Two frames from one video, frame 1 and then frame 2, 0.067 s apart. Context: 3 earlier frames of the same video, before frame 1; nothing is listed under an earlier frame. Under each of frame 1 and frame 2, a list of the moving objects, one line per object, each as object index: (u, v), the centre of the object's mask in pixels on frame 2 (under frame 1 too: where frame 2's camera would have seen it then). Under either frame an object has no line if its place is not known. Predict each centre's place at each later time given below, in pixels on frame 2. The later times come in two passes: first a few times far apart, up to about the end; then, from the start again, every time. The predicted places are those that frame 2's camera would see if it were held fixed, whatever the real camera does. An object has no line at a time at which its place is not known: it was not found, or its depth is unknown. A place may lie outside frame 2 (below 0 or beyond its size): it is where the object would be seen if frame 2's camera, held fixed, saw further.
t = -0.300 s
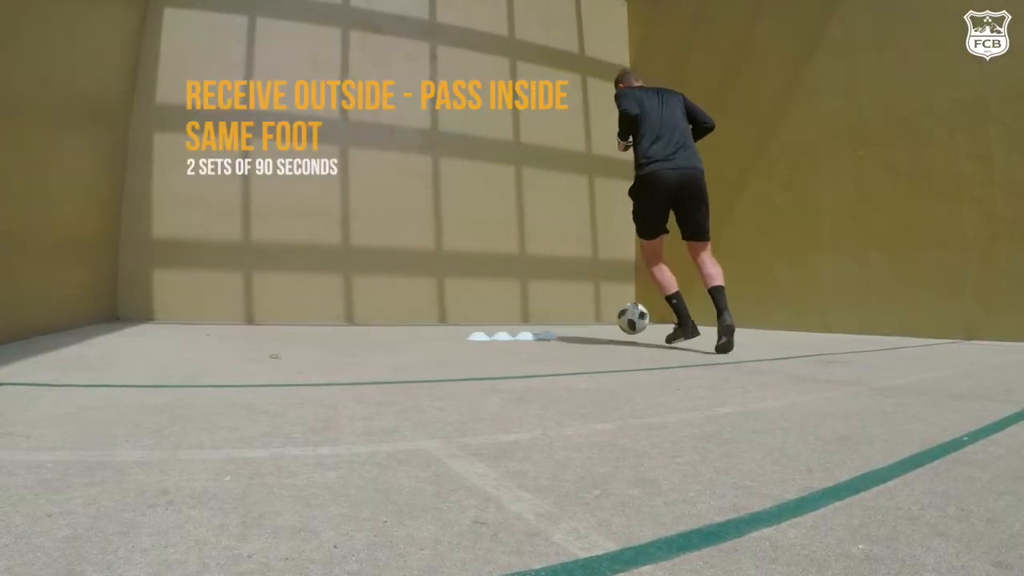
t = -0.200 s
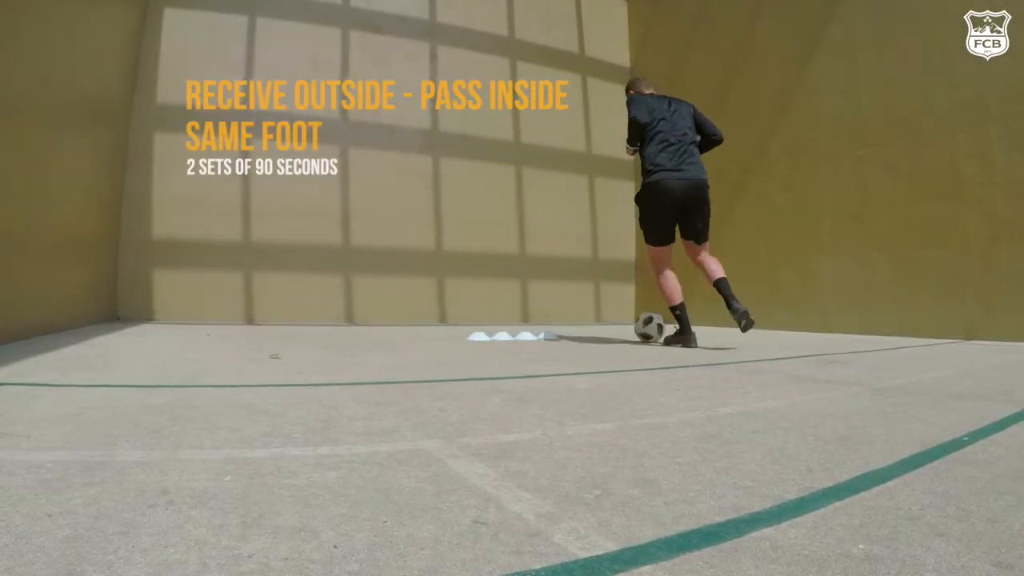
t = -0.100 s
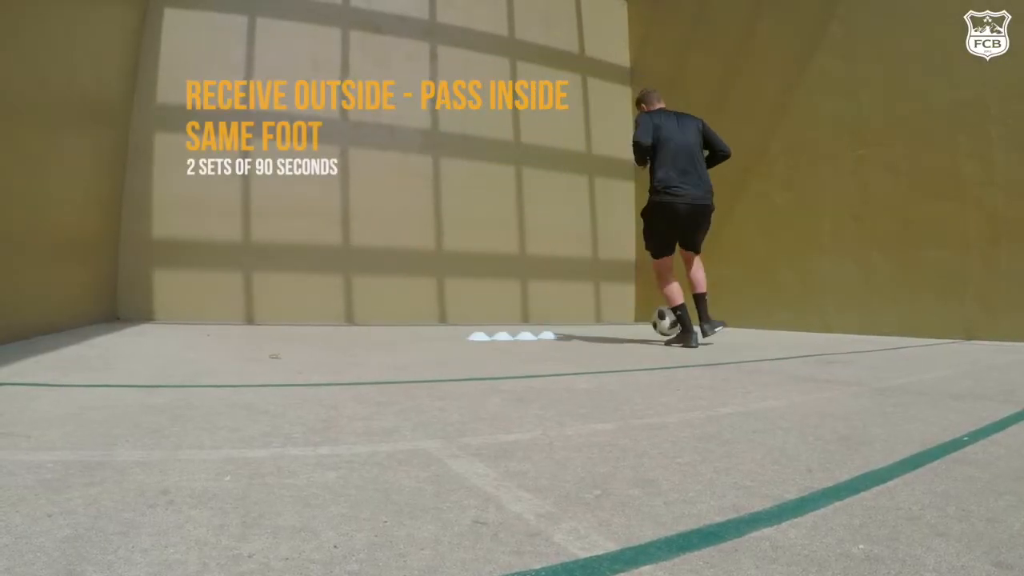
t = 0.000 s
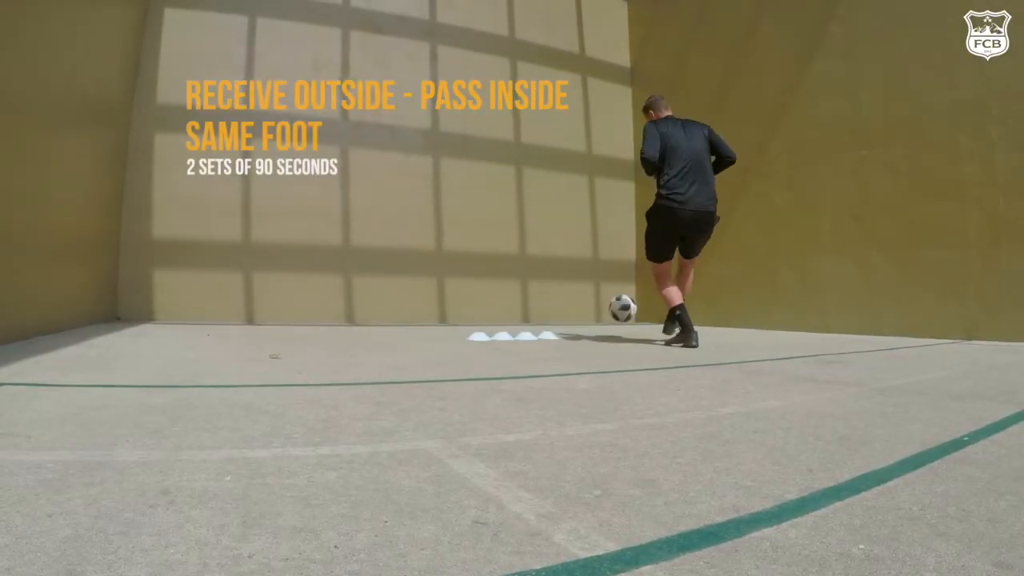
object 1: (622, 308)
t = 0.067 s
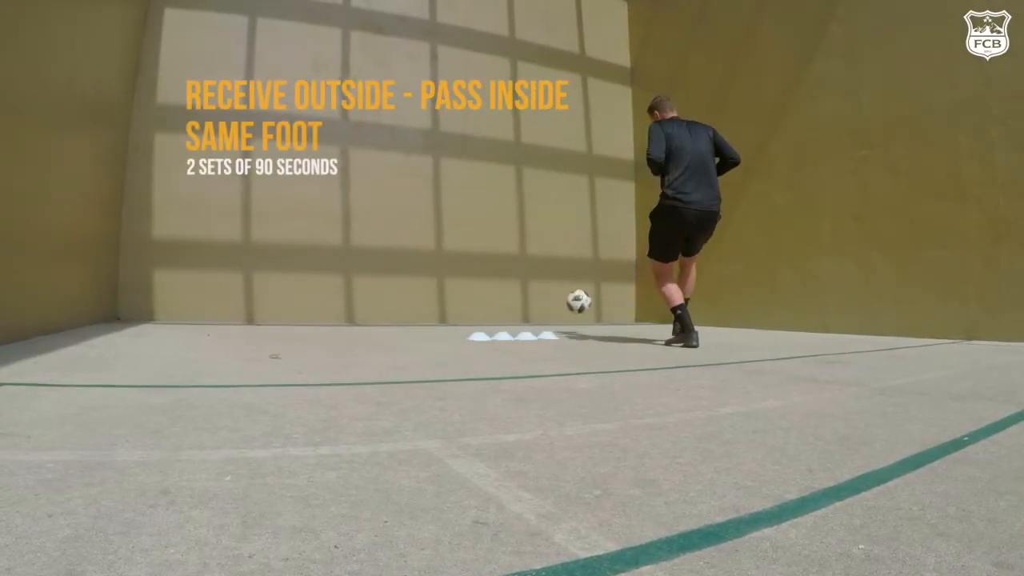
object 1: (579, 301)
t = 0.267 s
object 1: (485, 310)
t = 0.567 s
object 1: (520, 286)
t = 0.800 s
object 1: (591, 322)
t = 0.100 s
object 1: (559, 299)
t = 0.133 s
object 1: (542, 299)
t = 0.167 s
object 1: (526, 301)
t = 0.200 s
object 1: (511, 304)
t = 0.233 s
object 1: (497, 307)
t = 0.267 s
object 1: (485, 310)
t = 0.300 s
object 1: (474, 314)
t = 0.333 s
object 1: (470, 310)
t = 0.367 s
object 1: (476, 303)
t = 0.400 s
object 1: (482, 299)
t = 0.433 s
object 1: (489, 294)
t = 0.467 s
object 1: (496, 291)
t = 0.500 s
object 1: (504, 288)
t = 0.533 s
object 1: (512, 286)
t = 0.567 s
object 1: (520, 286)
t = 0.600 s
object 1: (528, 287)
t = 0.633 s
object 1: (538, 289)
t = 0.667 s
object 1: (547, 292)
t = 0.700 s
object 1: (557, 297)
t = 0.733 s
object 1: (568, 303)
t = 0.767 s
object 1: (578, 312)
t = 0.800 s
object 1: (591, 322)
